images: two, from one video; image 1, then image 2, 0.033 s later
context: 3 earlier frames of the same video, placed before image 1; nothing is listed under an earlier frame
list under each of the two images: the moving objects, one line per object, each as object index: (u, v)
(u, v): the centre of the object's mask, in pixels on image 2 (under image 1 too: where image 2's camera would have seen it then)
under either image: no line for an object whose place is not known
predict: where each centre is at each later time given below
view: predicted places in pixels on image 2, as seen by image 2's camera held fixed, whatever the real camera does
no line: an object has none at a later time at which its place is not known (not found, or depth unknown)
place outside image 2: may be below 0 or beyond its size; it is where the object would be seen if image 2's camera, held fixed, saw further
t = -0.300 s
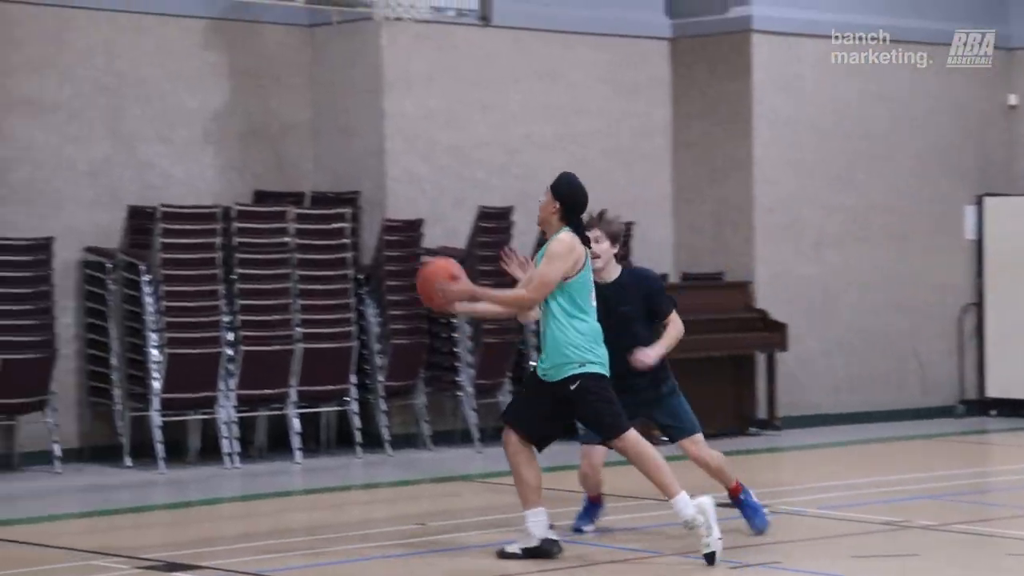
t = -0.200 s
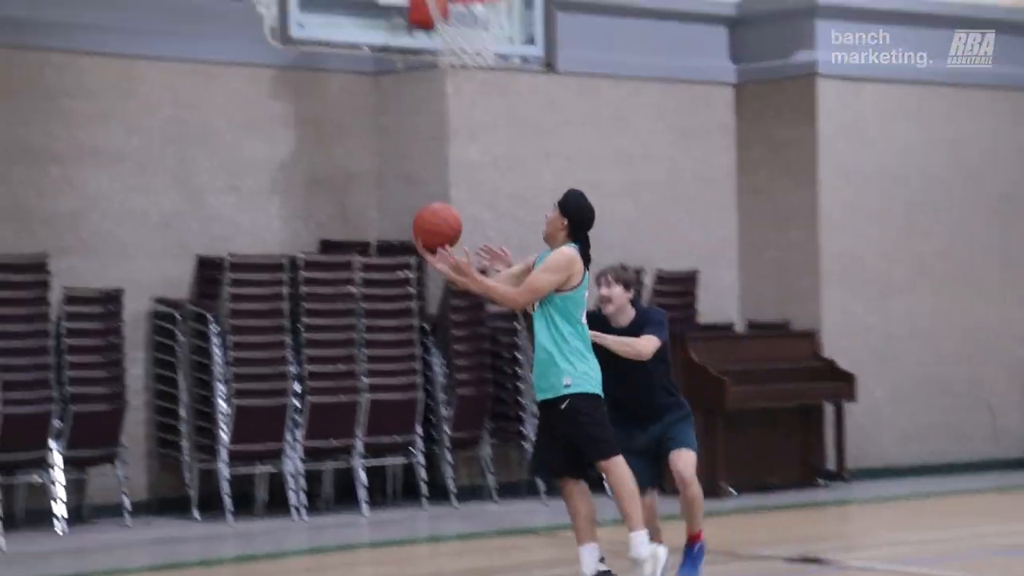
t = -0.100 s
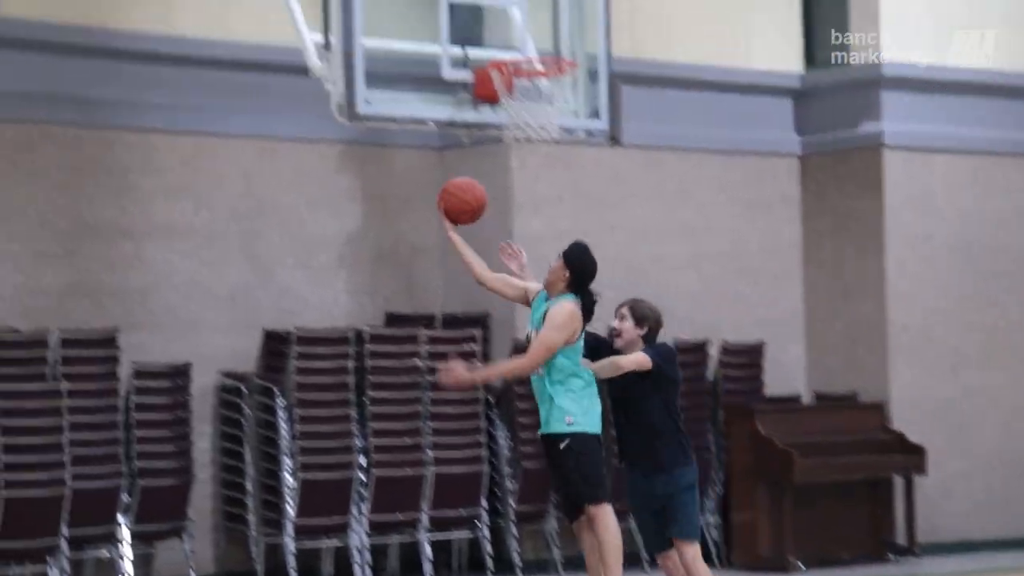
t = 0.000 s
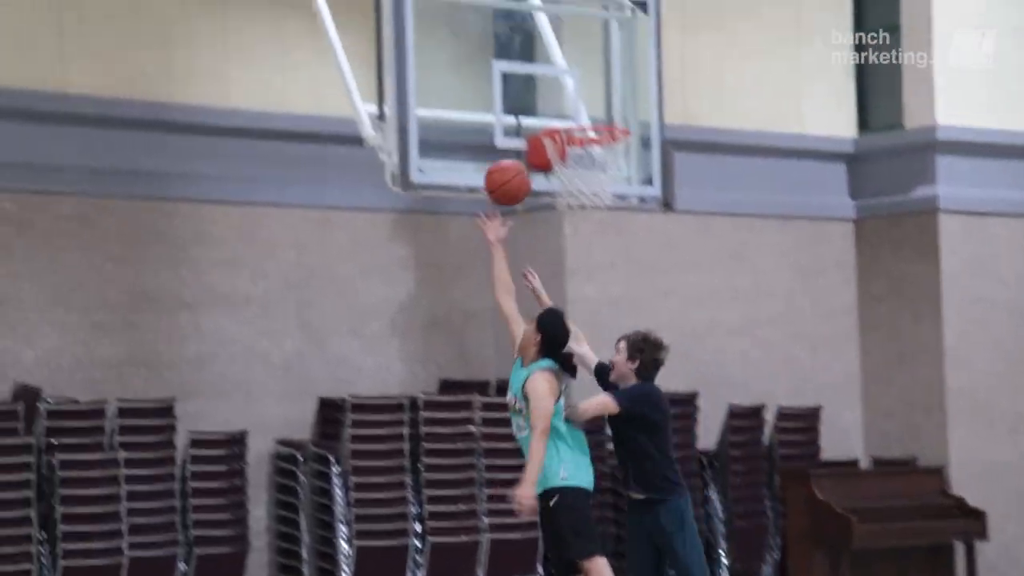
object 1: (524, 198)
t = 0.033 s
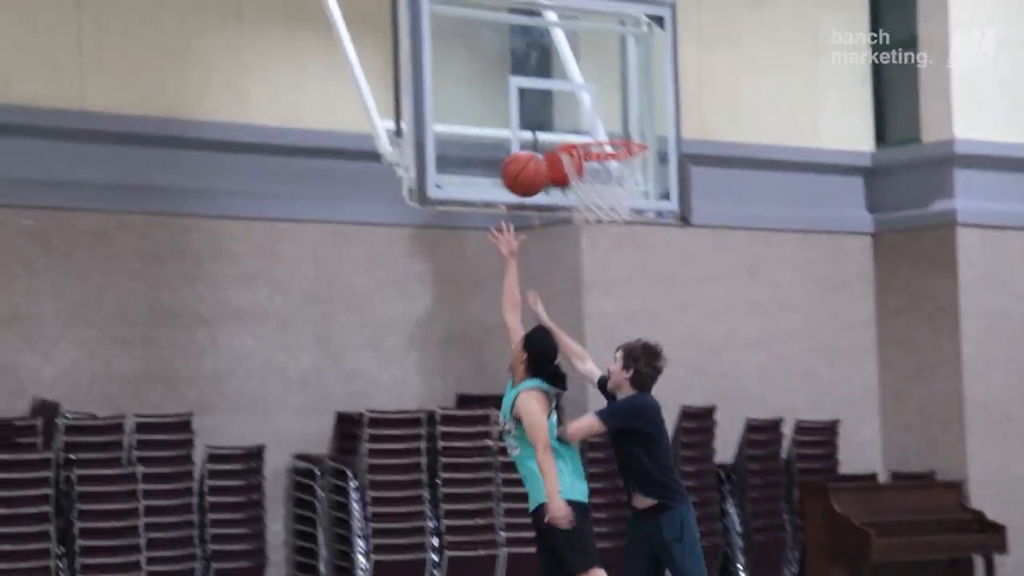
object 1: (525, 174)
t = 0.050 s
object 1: (525, 162)
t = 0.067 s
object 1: (524, 152)
